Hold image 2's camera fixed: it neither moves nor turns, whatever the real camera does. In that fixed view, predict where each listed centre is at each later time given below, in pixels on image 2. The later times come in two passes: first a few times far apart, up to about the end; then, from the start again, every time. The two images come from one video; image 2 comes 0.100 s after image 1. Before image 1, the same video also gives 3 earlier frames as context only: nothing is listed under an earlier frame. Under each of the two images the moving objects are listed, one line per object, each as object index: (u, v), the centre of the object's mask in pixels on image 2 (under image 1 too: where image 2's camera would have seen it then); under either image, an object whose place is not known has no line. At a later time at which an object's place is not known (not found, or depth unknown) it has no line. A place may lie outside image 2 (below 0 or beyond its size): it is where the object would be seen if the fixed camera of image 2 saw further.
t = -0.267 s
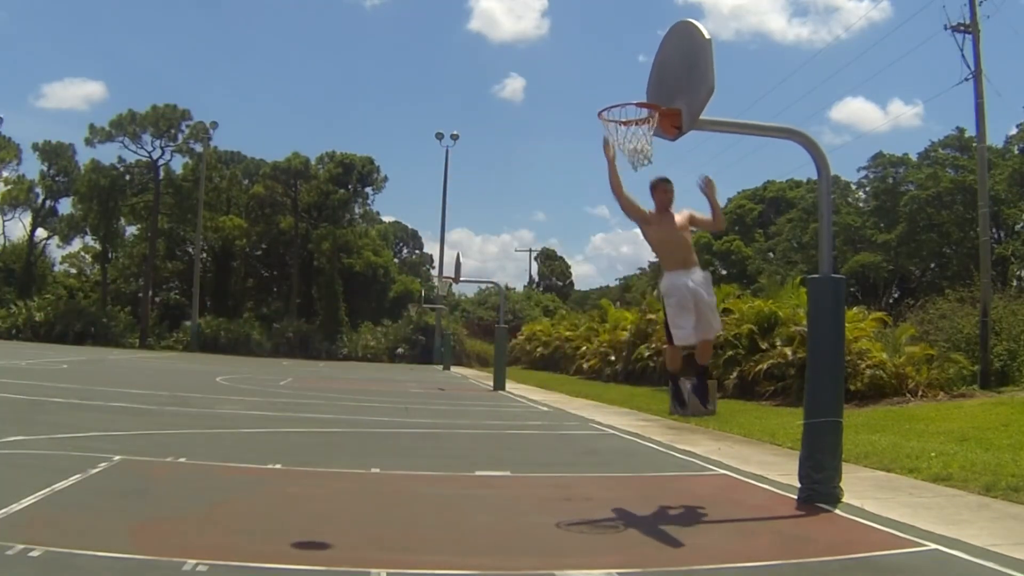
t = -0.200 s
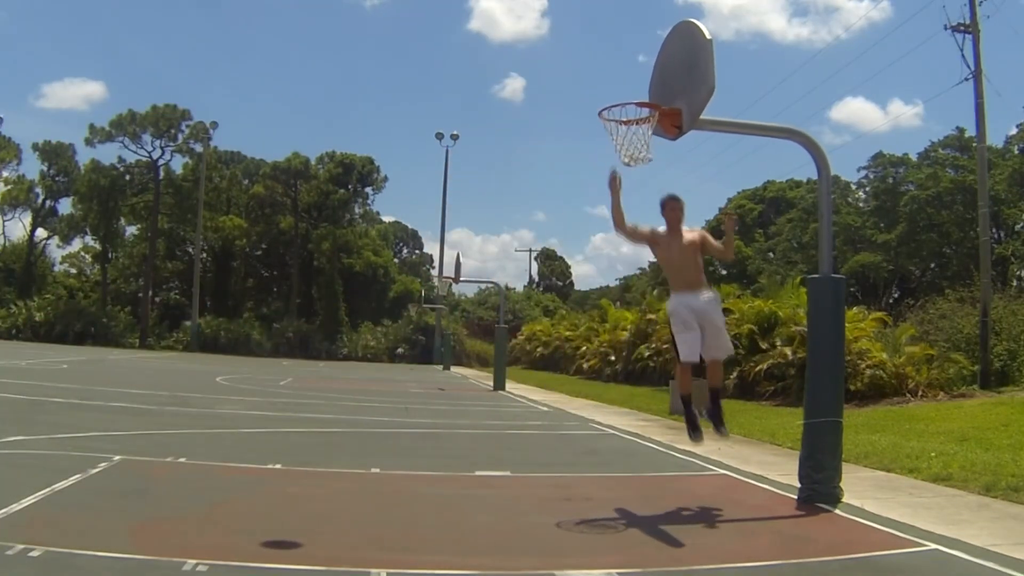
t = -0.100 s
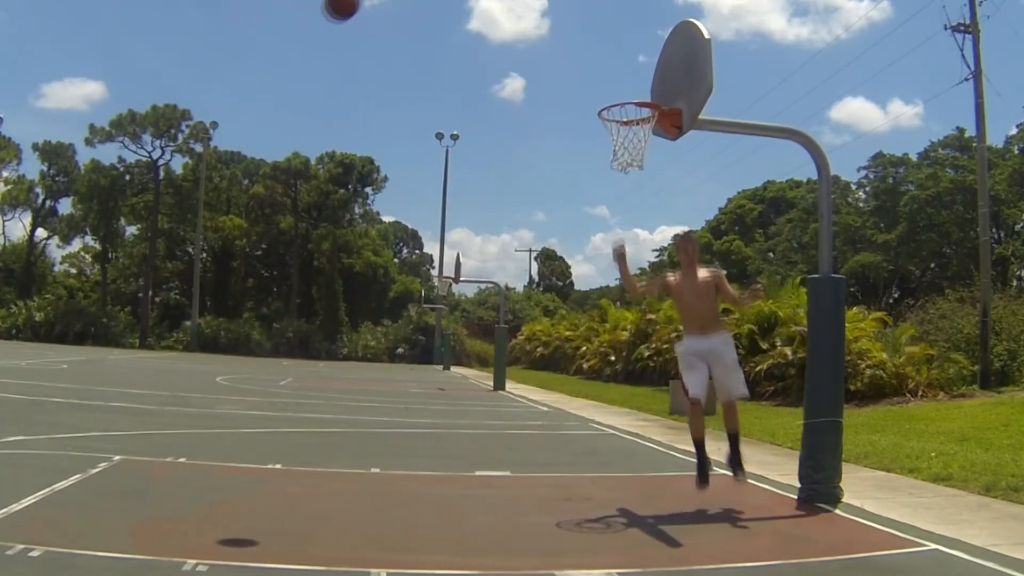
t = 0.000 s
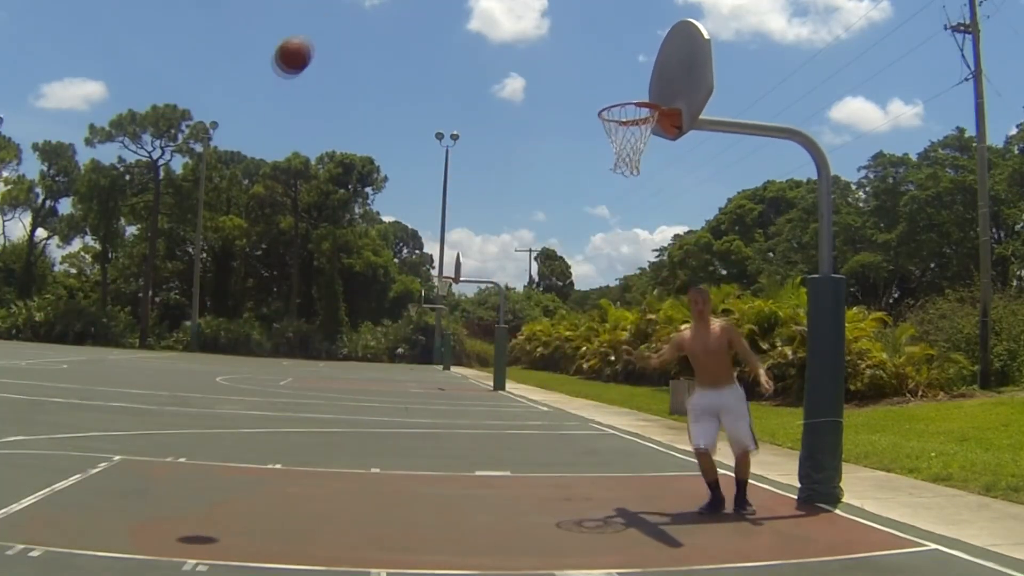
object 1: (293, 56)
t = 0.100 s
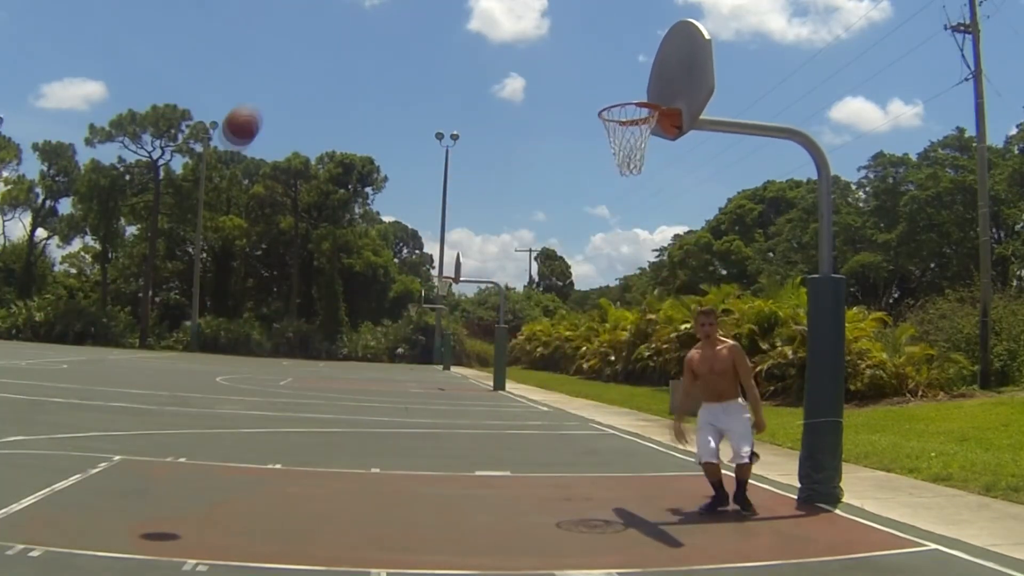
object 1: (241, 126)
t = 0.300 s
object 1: (130, 322)
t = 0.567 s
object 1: (59, 379)
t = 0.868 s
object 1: (83, 154)
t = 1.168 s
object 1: (103, 68)
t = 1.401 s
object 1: (107, 103)
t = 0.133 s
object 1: (222, 154)
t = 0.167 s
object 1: (204, 185)
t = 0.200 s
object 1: (187, 213)
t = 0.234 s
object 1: (168, 249)
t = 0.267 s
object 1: (150, 283)
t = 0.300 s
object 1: (130, 322)
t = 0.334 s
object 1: (112, 361)
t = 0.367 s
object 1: (94, 405)
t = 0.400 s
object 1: (76, 448)
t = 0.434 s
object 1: (58, 493)
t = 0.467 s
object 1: (55, 480)
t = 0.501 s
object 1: (56, 445)
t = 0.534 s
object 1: (58, 412)
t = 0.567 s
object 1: (59, 379)
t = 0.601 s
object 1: (62, 346)
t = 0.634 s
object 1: (65, 321)
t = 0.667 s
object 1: (67, 289)
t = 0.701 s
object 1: (68, 263)
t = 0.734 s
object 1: (72, 236)
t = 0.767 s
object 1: (74, 215)
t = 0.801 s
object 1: (78, 192)
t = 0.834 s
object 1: (81, 174)
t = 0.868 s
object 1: (83, 154)
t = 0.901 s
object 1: (86, 137)
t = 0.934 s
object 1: (88, 122)
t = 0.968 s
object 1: (91, 109)
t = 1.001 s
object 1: (94, 98)
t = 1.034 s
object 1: (96, 89)
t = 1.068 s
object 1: (98, 80)
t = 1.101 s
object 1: (100, 74)
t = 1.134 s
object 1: (102, 70)
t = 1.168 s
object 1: (103, 68)
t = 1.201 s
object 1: (104, 67)
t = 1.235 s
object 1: (105, 68)
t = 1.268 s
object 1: (106, 71)
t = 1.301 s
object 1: (107, 76)
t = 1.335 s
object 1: (107, 83)
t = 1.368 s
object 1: (107, 92)
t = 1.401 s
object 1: (107, 103)
